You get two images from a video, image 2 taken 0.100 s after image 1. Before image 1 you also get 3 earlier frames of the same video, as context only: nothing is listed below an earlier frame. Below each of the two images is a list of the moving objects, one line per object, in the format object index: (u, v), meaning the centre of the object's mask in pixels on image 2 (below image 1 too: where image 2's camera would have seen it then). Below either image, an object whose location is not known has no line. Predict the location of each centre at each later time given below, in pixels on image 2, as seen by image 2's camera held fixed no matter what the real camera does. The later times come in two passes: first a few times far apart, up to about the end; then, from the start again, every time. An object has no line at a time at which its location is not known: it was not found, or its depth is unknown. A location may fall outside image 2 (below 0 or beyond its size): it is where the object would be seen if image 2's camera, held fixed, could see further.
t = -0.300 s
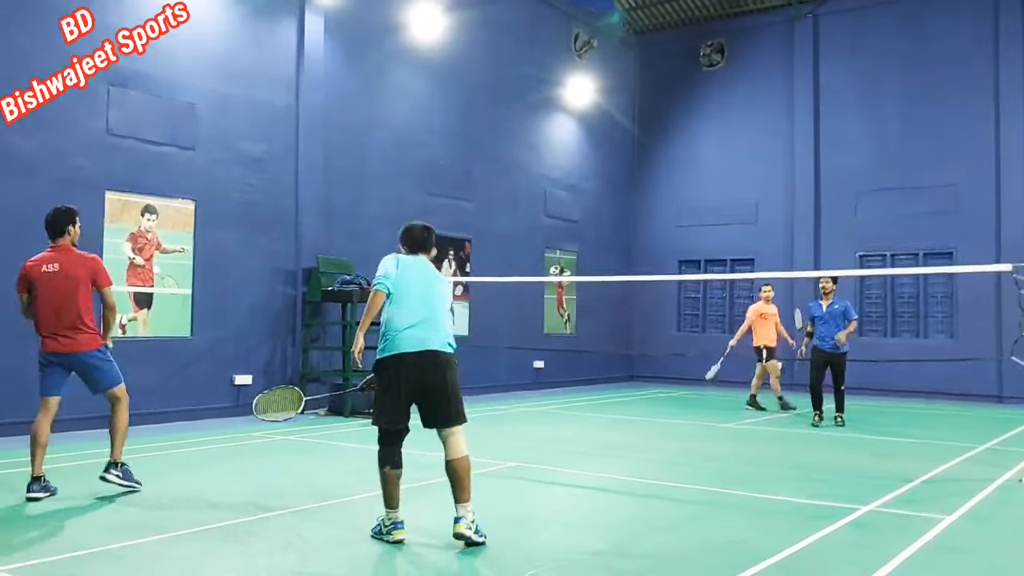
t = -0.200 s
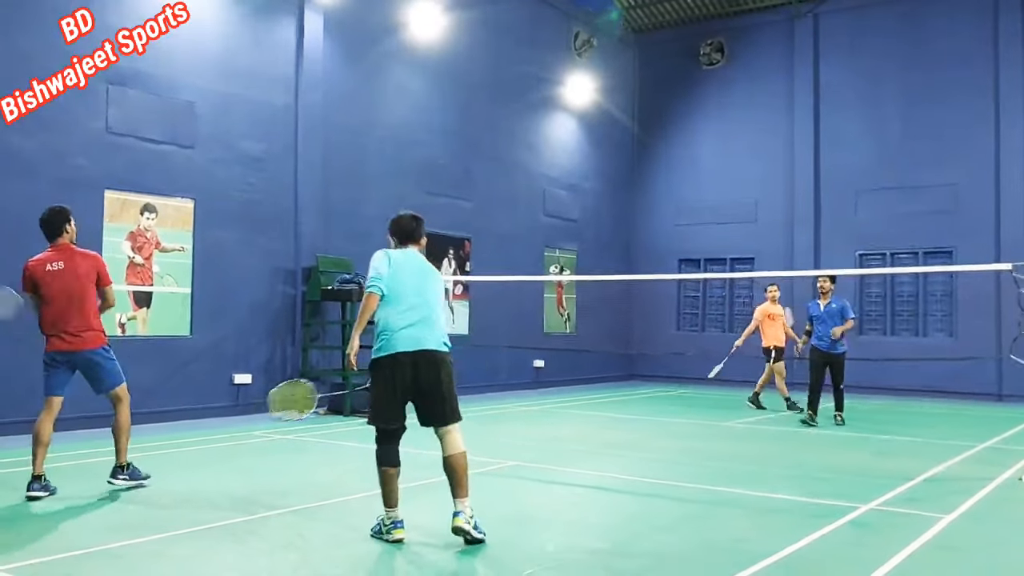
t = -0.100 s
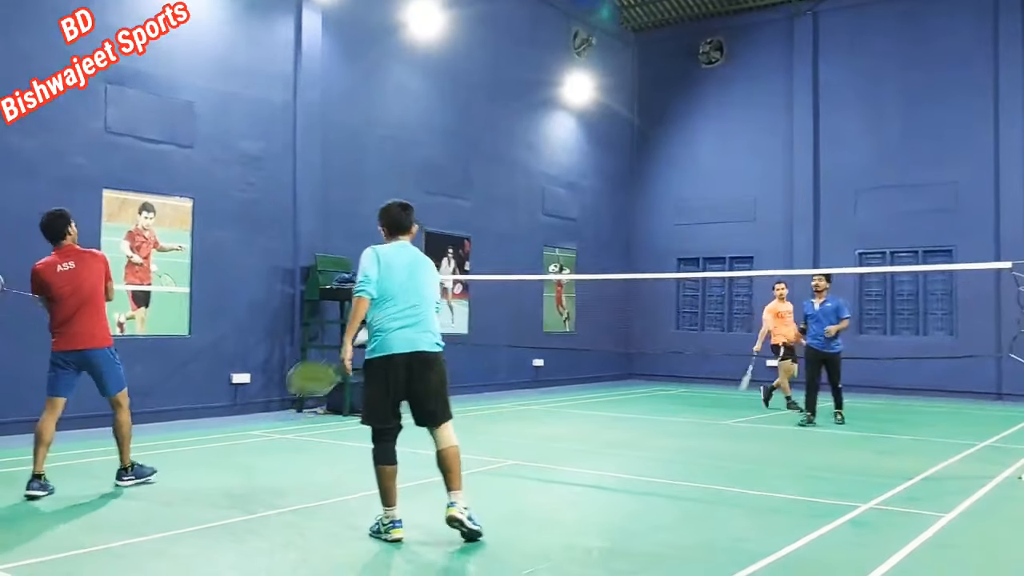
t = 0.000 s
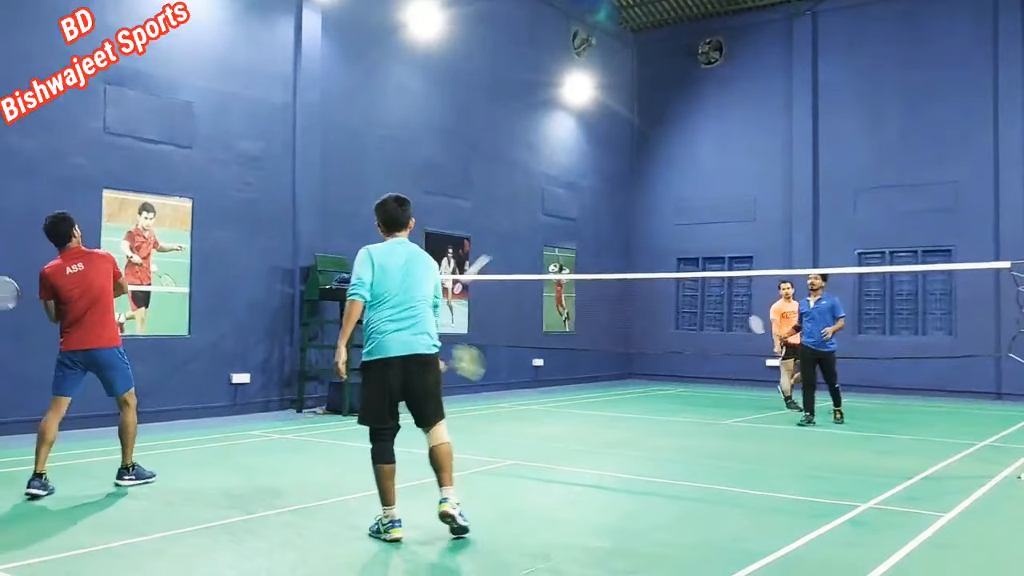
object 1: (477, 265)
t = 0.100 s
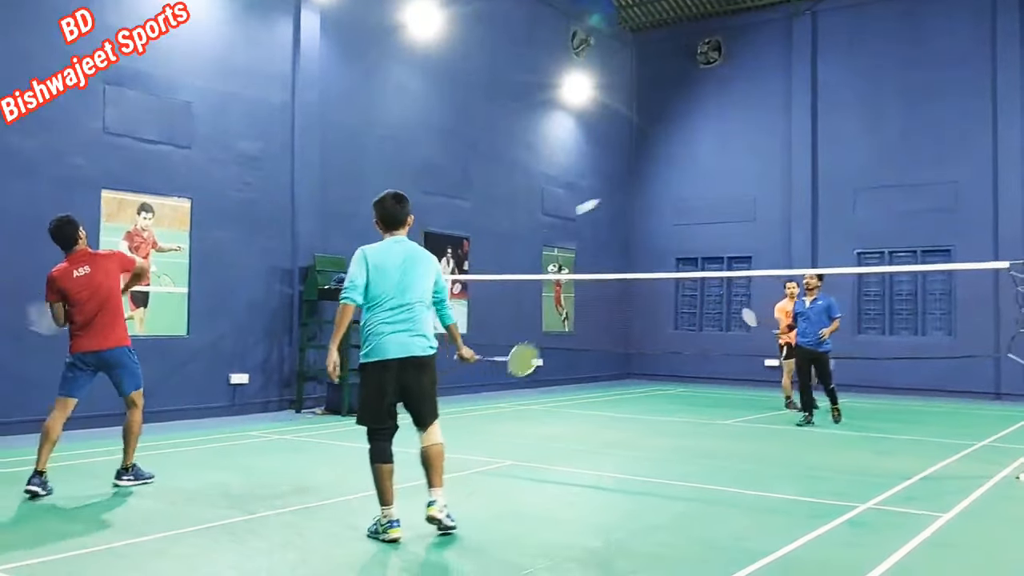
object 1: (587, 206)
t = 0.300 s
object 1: (715, 164)
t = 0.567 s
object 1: (808, 187)
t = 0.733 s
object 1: (848, 228)
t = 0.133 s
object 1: (614, 193)
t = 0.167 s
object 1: (639, 183)
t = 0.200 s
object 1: (661, 175)
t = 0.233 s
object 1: (680, 171)
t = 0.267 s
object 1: (698, 167)
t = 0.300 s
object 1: (715, 164)
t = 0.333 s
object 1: (729, 164)
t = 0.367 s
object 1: (742, 164)
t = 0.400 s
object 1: (755, 166)
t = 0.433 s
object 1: (767, 168)
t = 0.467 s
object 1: (778, 172)
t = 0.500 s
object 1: (789, 176)
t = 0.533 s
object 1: (798, 181)
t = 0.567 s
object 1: (808, 187)
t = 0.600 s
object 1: (817, 194)
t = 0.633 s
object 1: (824, 202)
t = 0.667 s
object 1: (833, 210)
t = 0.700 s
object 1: (841, 219)
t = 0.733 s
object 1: (848, 228)
